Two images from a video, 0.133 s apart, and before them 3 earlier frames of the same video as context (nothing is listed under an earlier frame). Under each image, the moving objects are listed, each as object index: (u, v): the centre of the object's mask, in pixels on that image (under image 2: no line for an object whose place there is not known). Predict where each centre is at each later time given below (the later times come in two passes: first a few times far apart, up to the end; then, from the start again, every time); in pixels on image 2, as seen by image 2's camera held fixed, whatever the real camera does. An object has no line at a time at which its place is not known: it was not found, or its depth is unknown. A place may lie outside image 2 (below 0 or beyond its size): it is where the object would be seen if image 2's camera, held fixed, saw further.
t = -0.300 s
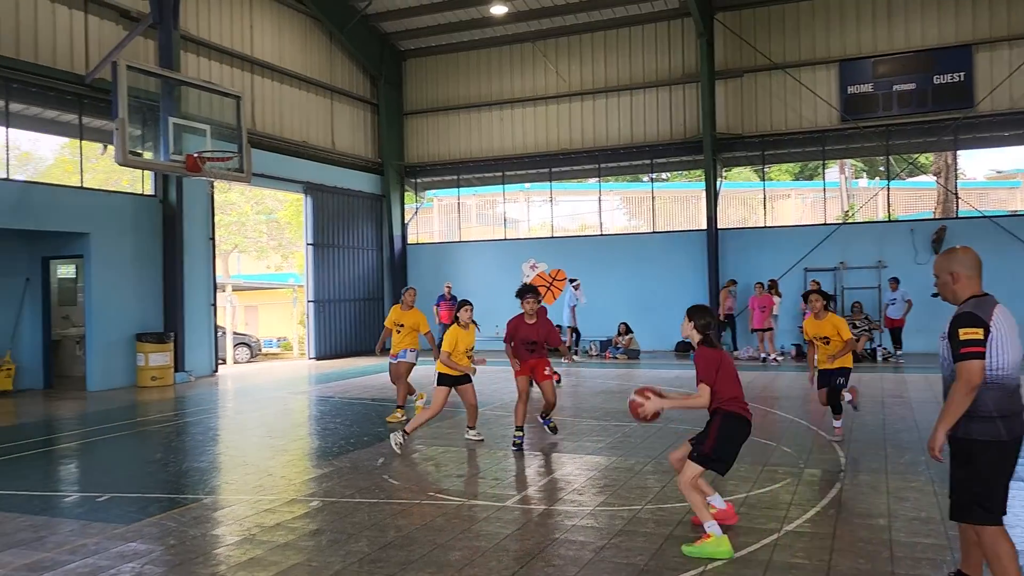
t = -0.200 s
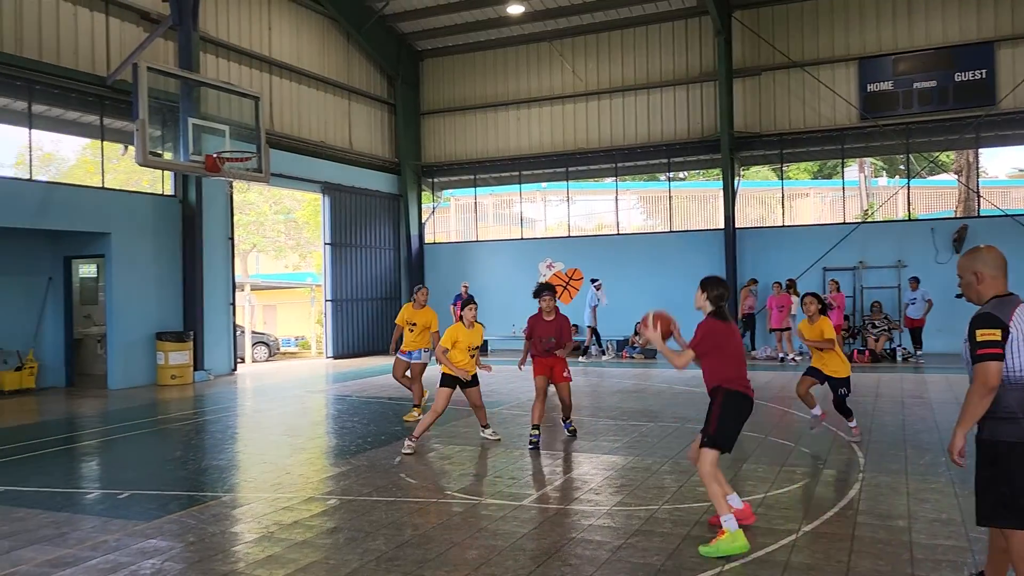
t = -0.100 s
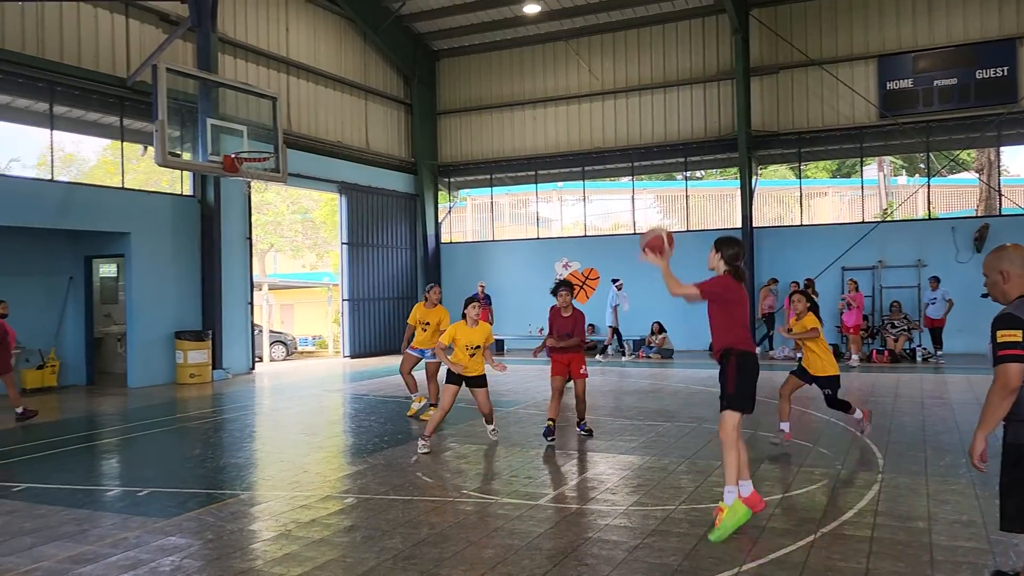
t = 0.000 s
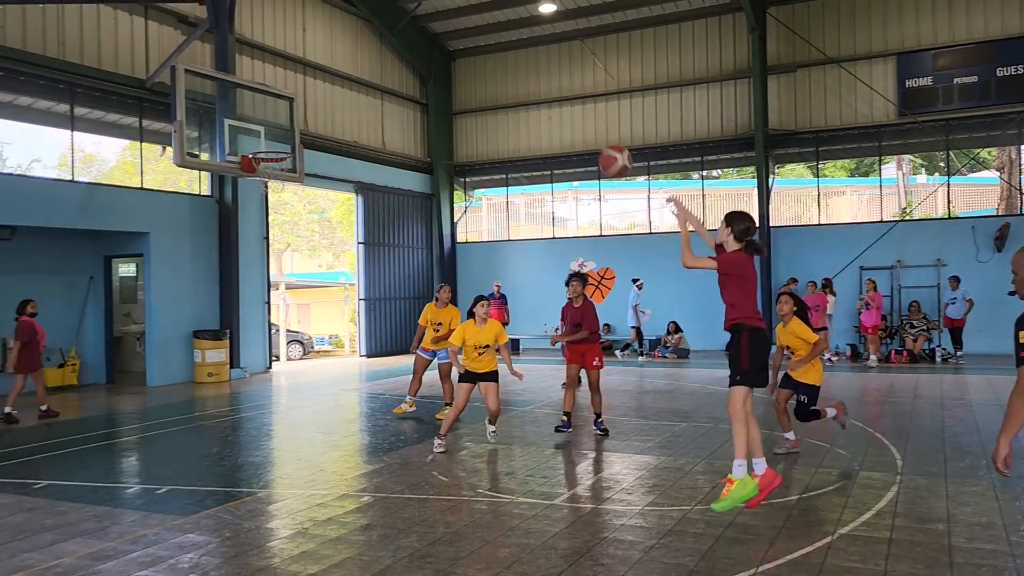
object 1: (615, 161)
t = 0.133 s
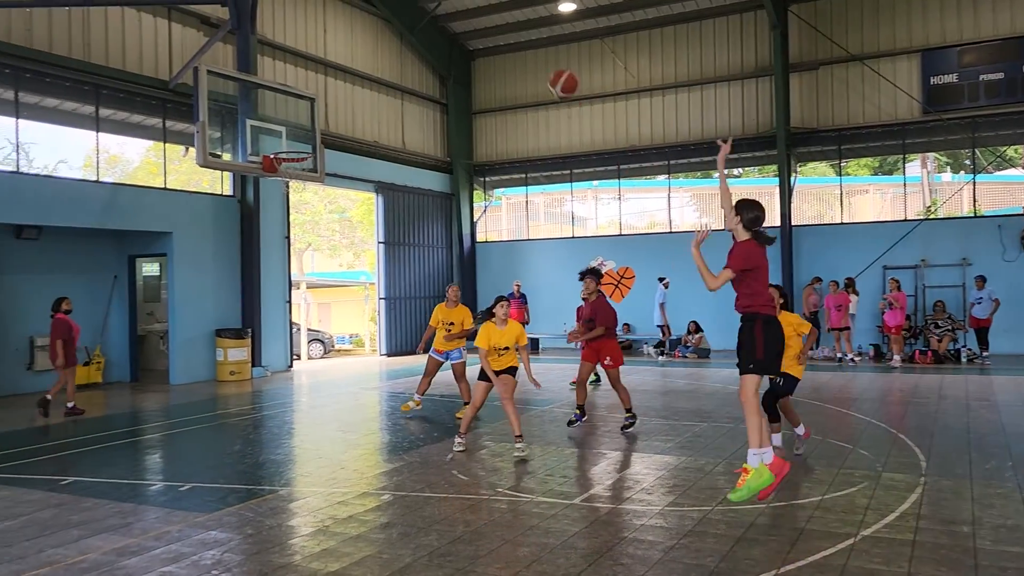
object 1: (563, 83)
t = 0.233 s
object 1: (516, 49)
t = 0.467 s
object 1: (424, 20)
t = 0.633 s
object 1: (374, 35)
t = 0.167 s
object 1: (547, 71)
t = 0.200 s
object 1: (531, 59)
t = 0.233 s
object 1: (516, 49)
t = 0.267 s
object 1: (501, 40)
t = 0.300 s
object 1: (487, 34)
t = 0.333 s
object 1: (474, 29)
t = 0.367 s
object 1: (461, 24)
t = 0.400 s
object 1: (448, 21)
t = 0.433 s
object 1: (436, 21)
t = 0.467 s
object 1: (424, 20)
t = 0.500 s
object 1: (414, 21)
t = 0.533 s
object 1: (403, 23)
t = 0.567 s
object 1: (392, 25)
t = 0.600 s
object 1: (384, 29)
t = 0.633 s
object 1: (374, 35)
